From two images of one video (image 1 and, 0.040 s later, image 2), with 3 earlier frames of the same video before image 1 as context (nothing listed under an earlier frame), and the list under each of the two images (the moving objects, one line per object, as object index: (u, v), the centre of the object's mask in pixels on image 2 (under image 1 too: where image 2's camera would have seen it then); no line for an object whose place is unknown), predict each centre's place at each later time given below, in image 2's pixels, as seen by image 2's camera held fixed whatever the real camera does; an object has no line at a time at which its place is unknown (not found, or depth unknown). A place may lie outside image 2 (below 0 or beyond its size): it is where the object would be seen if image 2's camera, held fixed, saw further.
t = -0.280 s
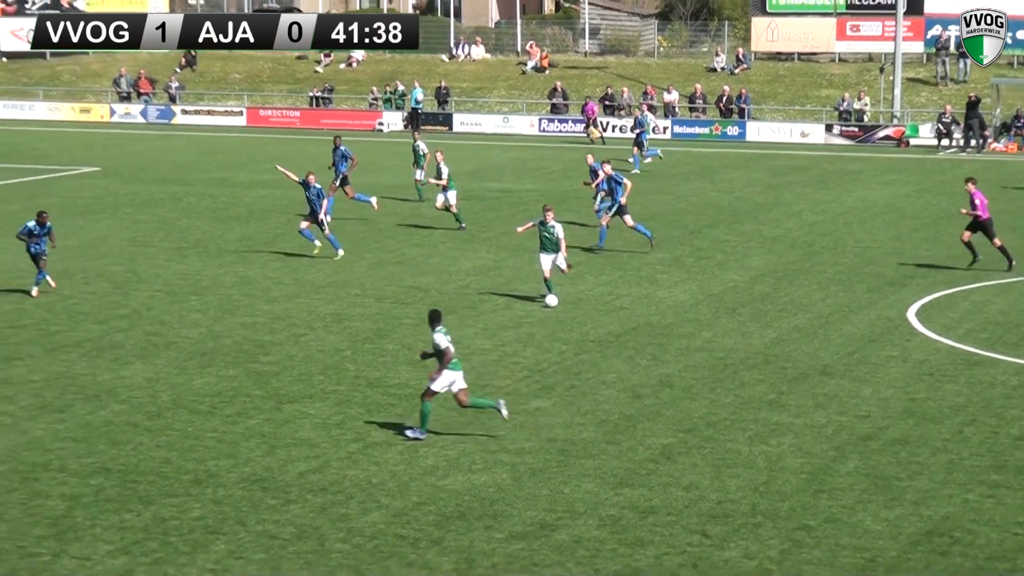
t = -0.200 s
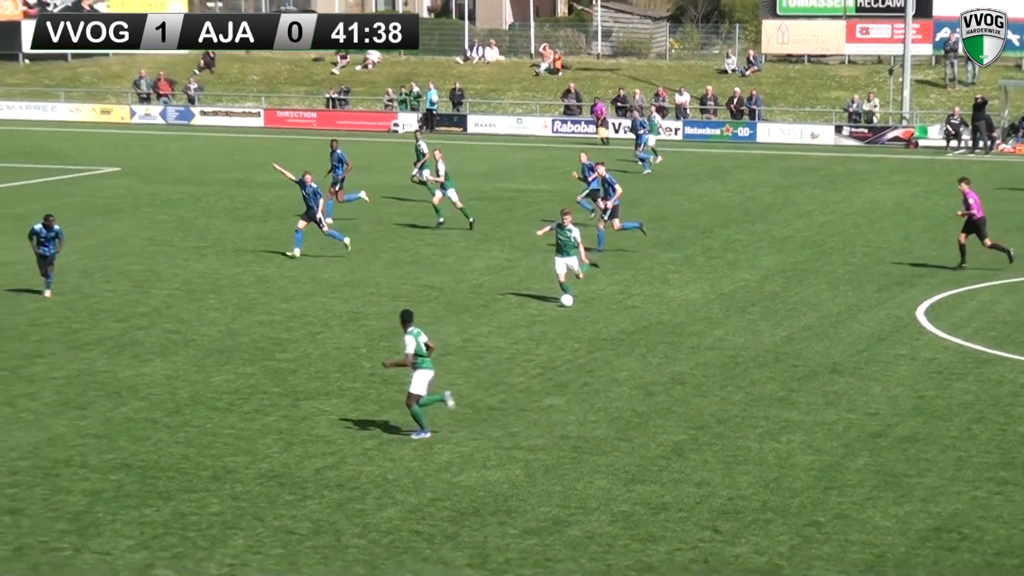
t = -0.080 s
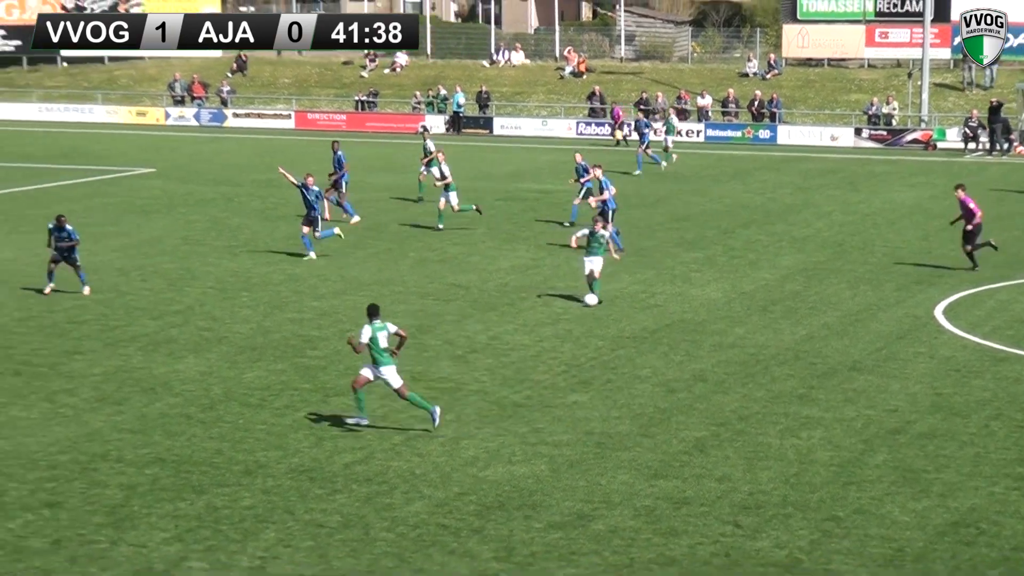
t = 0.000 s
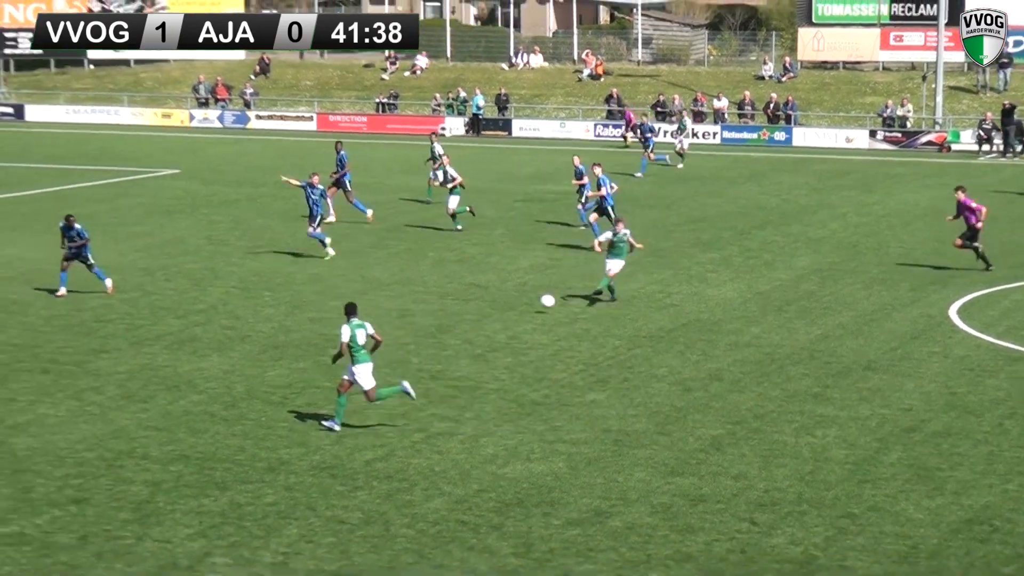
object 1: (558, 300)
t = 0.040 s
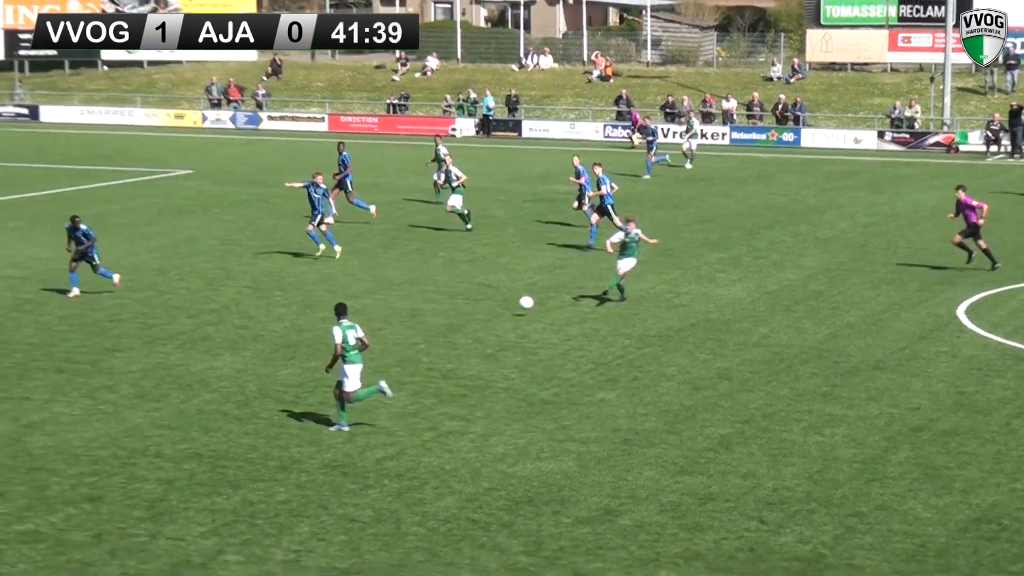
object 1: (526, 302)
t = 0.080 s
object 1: (495, 305)
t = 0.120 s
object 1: (464, 309)
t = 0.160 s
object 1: (431, 314)
